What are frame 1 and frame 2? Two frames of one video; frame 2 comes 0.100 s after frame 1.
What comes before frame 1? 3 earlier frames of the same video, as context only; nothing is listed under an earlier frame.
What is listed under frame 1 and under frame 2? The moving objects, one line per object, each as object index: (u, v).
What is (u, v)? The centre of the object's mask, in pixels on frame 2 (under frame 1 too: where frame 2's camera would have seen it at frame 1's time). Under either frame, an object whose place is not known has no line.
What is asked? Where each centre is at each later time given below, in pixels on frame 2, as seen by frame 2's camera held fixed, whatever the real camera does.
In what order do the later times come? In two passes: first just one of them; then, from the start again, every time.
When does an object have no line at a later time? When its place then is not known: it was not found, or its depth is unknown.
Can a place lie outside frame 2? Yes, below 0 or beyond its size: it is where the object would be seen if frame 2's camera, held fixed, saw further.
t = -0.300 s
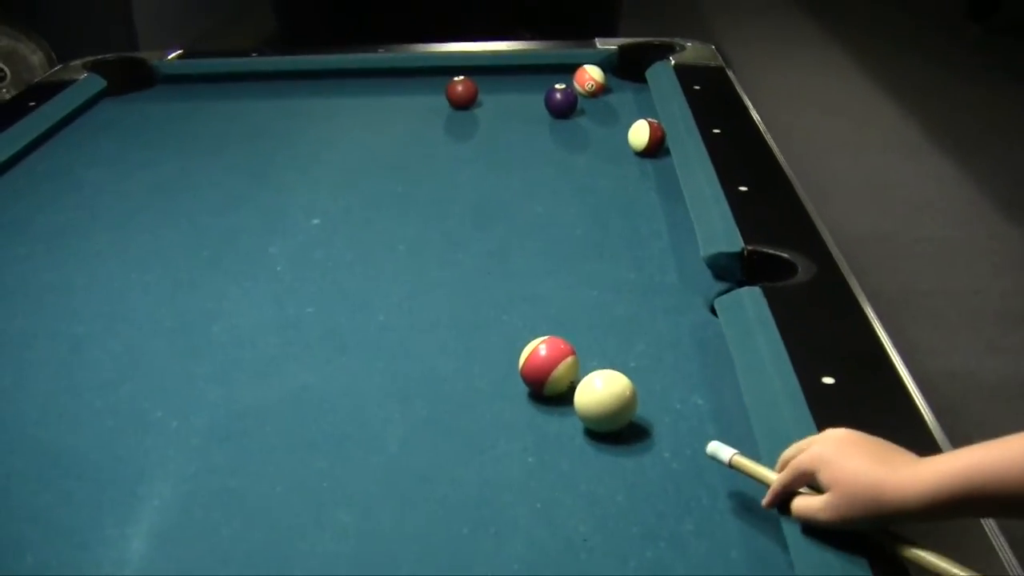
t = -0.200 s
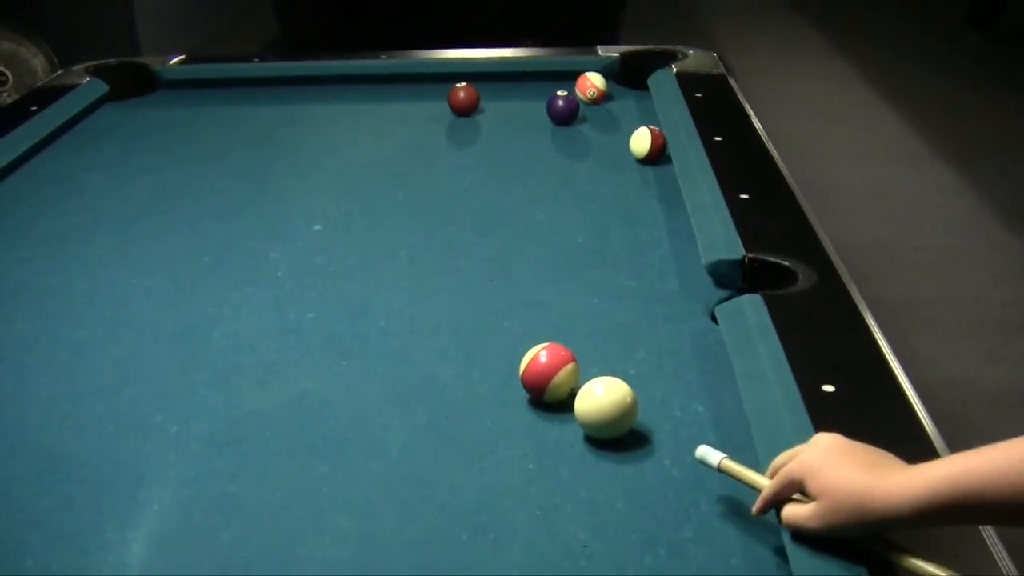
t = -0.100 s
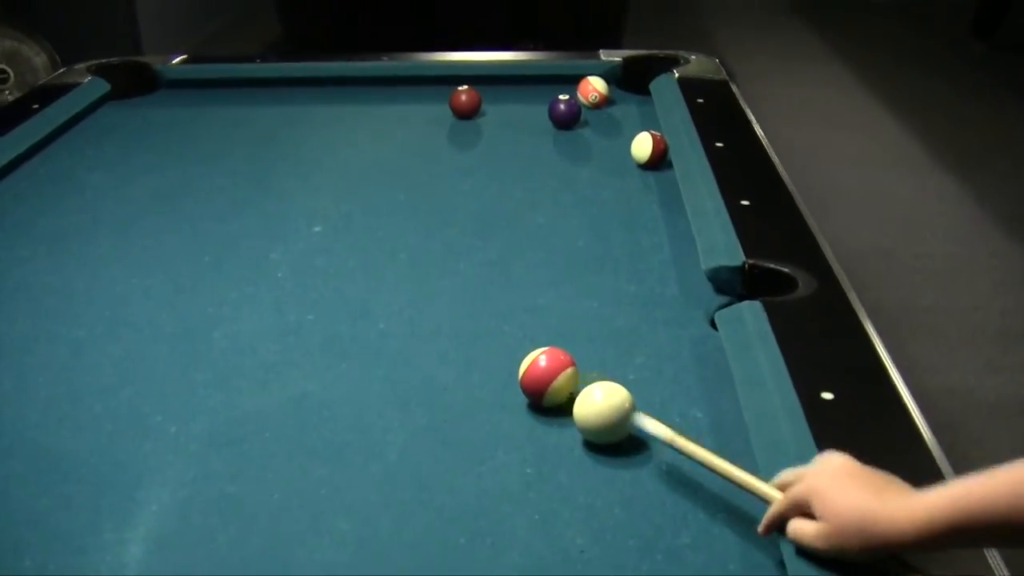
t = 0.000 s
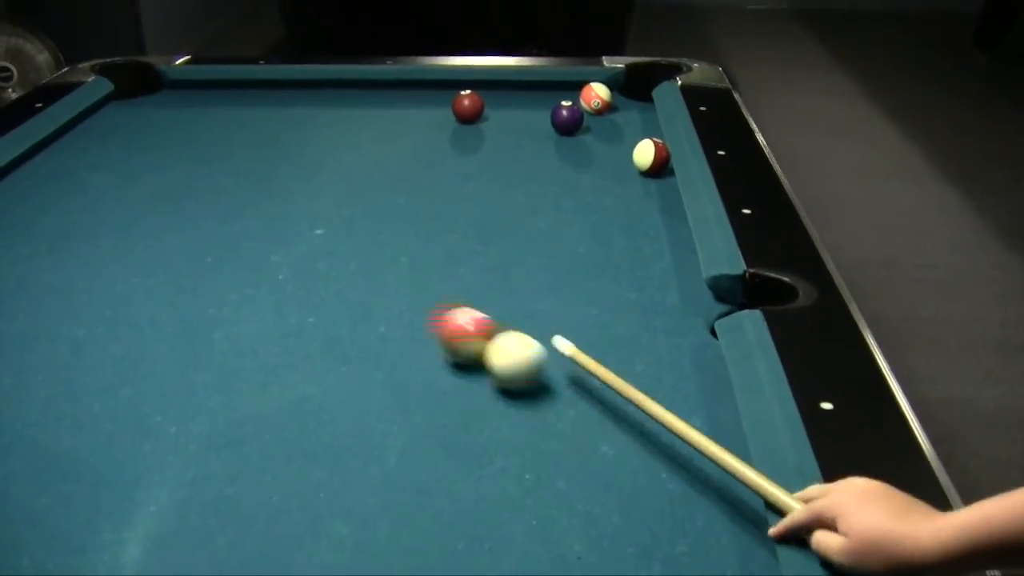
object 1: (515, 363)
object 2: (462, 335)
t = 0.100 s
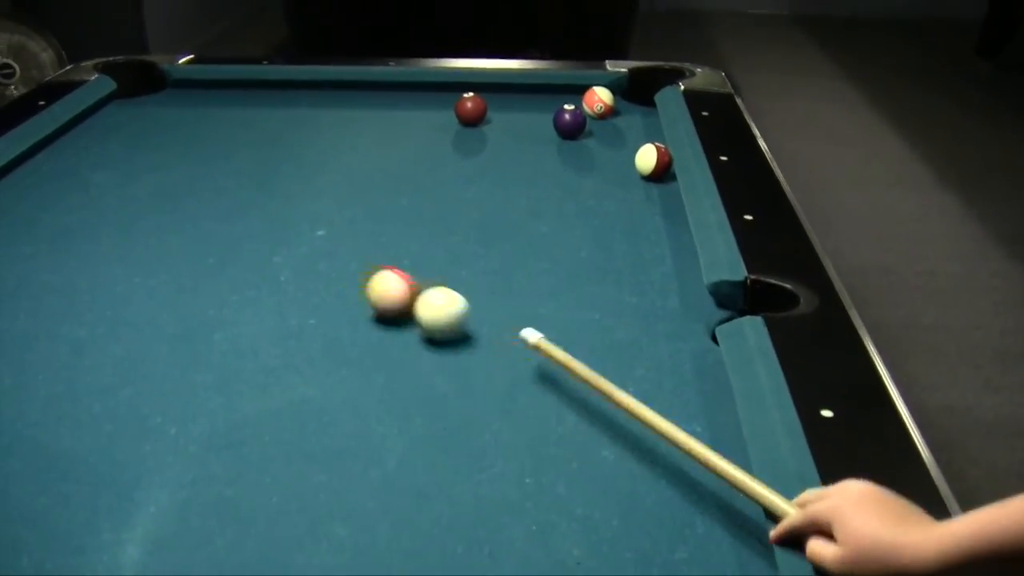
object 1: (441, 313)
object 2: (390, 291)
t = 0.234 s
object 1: (364, 258)
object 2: (317, 251)
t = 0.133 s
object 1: (419, 297)
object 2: (370, 281)
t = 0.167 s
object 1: (399, 284)
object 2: (352, 270)
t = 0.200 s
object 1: (379, 270)
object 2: (333, 260)
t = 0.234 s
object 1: (364, 258)
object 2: (317, 251)
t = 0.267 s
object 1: (351, 246)
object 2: (301, 241)
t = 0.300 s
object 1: (337, 235)
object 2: (284, 232)
